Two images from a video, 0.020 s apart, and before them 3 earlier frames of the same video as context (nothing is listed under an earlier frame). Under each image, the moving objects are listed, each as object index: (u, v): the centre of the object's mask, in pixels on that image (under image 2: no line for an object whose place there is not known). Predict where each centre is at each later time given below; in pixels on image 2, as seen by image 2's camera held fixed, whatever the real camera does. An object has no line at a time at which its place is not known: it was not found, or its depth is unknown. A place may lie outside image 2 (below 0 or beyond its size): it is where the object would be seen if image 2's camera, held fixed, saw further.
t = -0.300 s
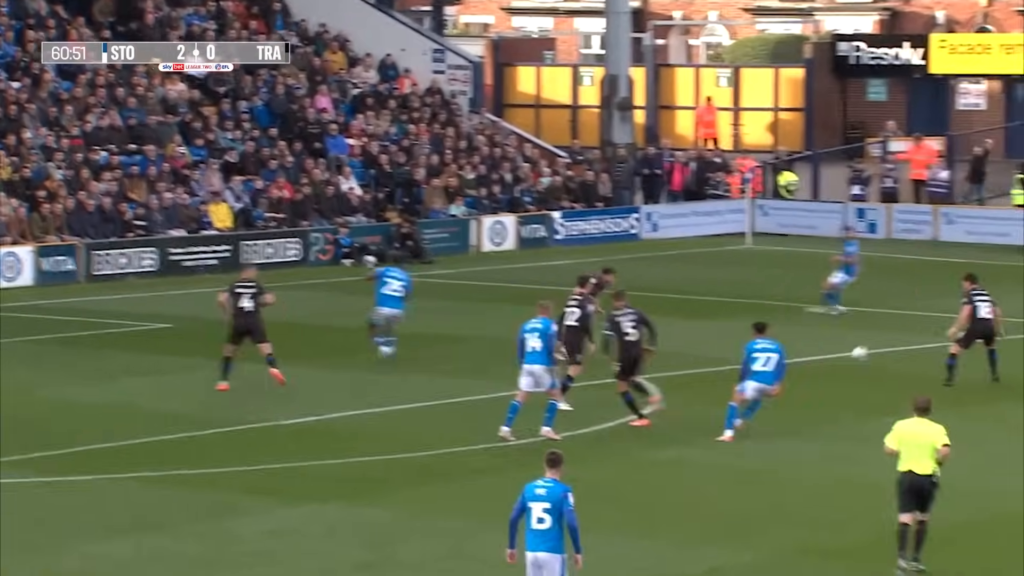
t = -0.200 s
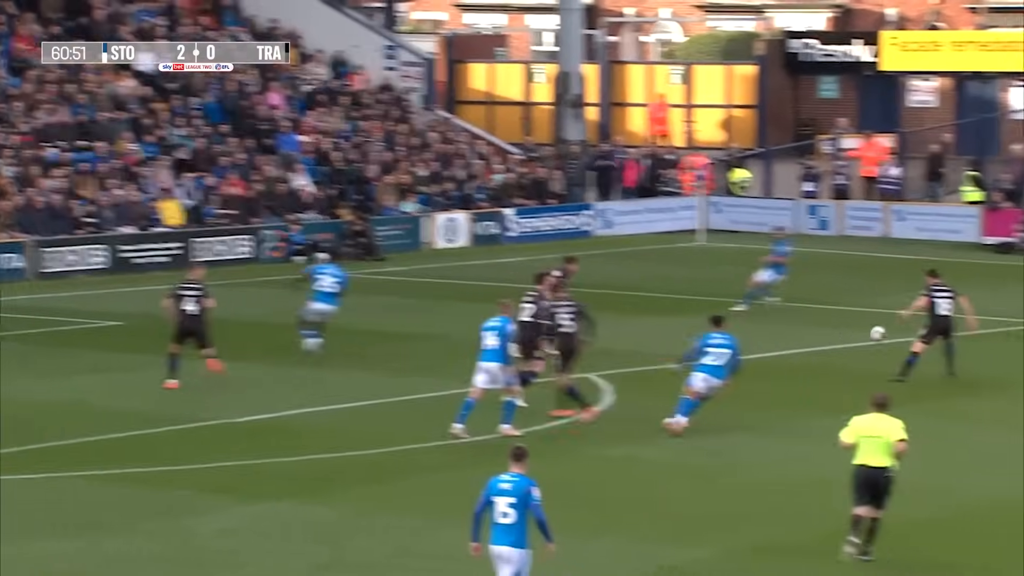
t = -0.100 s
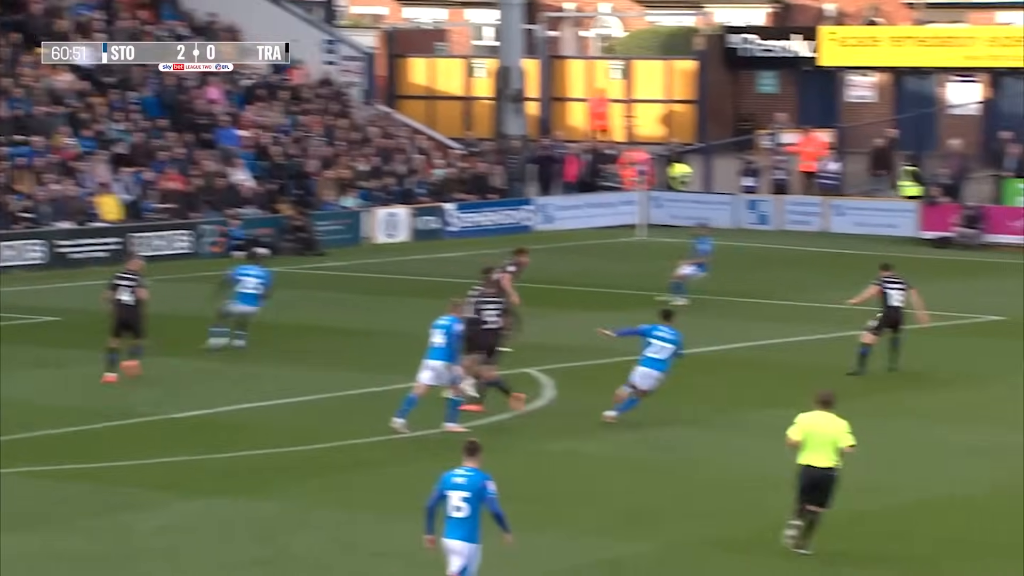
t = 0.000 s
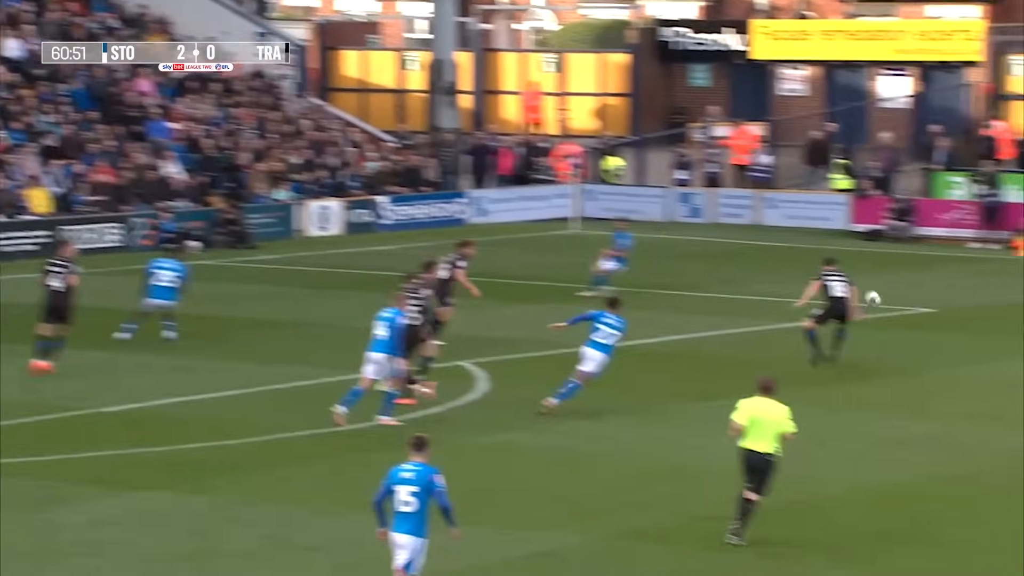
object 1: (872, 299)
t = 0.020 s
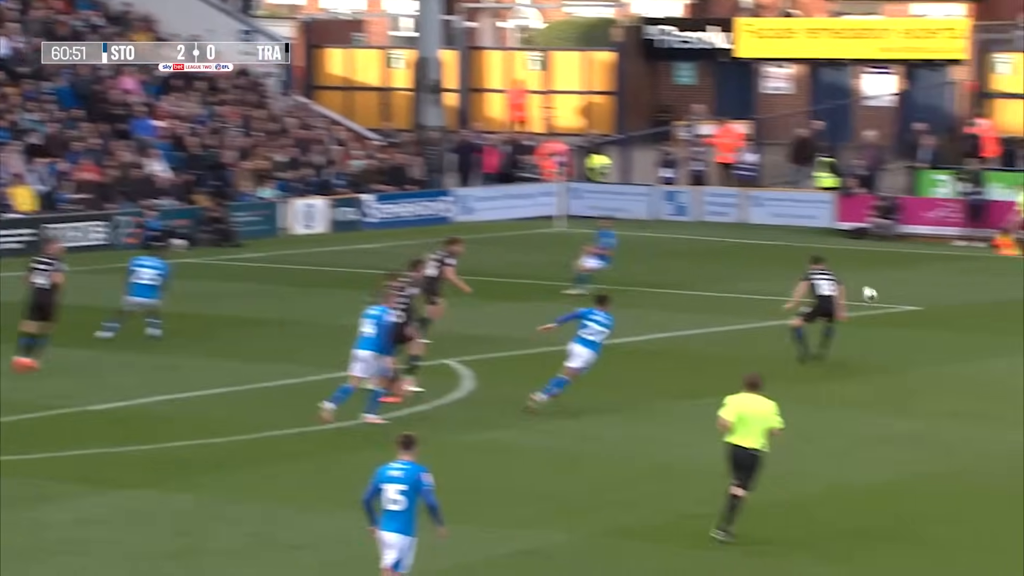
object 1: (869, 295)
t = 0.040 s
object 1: (879, 292)
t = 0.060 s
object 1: (892, 290)
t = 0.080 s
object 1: (902, 289)
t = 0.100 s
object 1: (915, 288)
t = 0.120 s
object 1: (925, 286)
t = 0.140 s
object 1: (938, 286)
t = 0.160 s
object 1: (950, 286)
